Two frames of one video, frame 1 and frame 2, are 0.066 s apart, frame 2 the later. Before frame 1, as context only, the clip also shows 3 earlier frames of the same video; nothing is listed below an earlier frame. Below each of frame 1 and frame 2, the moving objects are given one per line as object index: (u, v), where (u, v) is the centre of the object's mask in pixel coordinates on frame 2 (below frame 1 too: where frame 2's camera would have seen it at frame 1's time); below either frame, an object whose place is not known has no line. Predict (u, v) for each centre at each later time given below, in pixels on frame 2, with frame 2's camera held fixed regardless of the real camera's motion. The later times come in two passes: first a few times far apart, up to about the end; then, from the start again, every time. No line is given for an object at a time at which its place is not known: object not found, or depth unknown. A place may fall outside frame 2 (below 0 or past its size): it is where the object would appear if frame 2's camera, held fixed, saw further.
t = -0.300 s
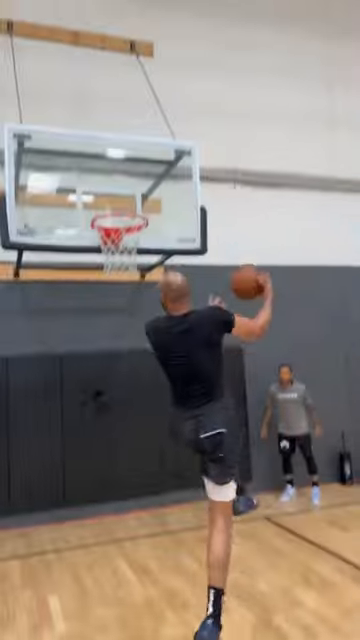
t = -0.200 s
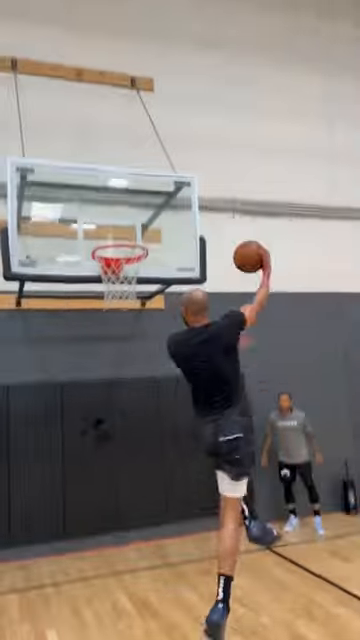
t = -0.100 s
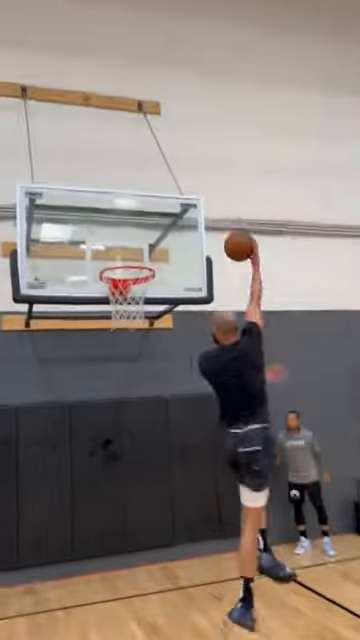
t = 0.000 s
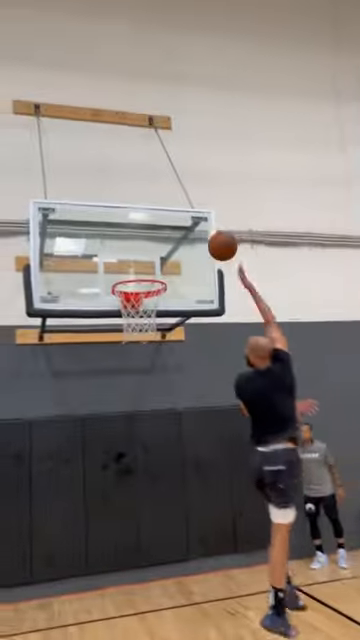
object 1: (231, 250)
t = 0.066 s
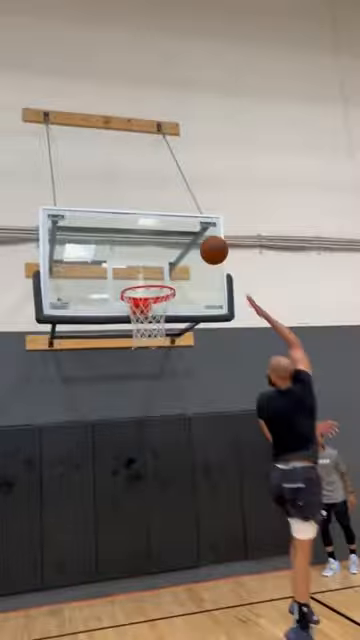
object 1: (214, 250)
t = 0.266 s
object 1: (169, 275)
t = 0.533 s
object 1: (138, 324)
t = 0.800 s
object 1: (144, 415)
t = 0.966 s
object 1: (152, 528)
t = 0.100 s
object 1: (206, 251)
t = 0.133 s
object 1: (198, 254)
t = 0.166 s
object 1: (191, 257)
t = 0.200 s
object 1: (183, 262)
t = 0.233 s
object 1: (176, 268)
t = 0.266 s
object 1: (169, 275)
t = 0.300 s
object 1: (161, 280)
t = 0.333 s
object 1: (155, 287)
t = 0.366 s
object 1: (148, 295)
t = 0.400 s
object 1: (142, 302)
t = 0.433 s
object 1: (140, 307)
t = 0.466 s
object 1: (139, 311)
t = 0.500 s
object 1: (138, 316)
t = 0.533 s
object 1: (138, 324)
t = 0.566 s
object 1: (138, 325)
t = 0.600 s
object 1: (138, 338)
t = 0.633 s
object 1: (139, 347)
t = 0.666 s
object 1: (139, 358)
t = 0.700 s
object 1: (140, 369)
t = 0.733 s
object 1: (142, 383)
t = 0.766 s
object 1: (143, 398)
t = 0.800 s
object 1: (144, 415)
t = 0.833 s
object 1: (145, 434)
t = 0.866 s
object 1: (147, 455)
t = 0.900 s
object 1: (148, 478)
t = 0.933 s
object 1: (150, 502)
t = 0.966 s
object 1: (152, 528)
